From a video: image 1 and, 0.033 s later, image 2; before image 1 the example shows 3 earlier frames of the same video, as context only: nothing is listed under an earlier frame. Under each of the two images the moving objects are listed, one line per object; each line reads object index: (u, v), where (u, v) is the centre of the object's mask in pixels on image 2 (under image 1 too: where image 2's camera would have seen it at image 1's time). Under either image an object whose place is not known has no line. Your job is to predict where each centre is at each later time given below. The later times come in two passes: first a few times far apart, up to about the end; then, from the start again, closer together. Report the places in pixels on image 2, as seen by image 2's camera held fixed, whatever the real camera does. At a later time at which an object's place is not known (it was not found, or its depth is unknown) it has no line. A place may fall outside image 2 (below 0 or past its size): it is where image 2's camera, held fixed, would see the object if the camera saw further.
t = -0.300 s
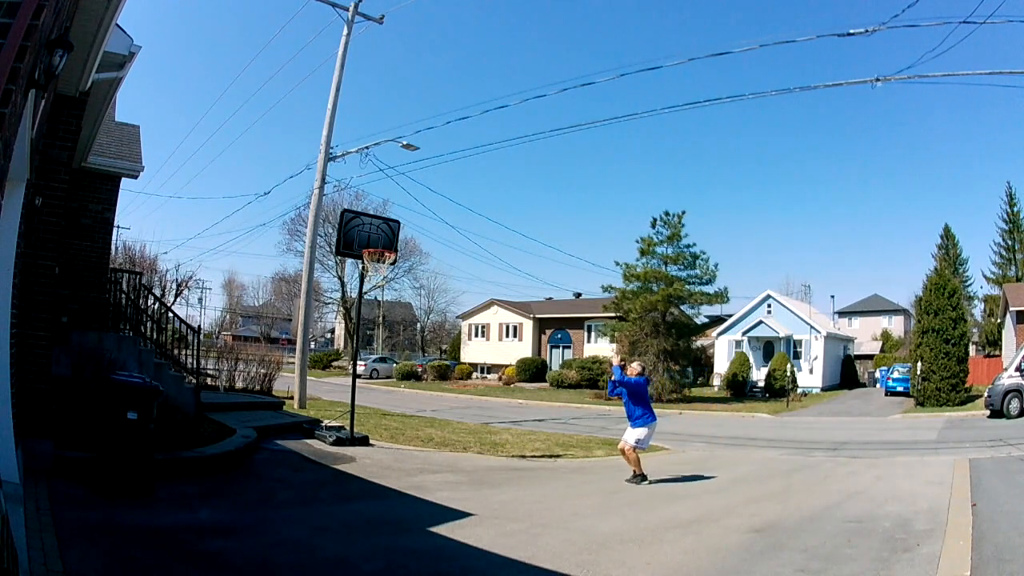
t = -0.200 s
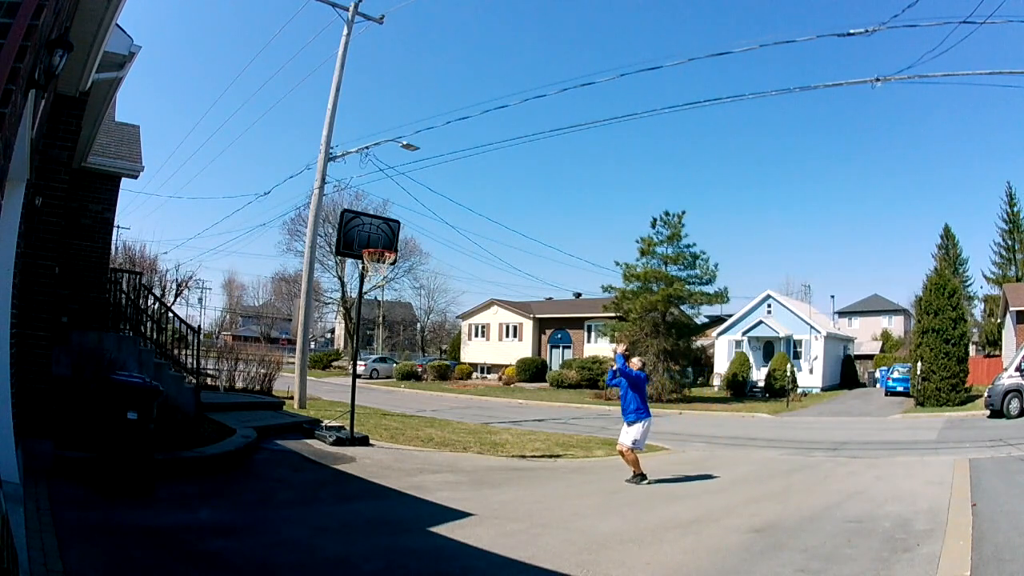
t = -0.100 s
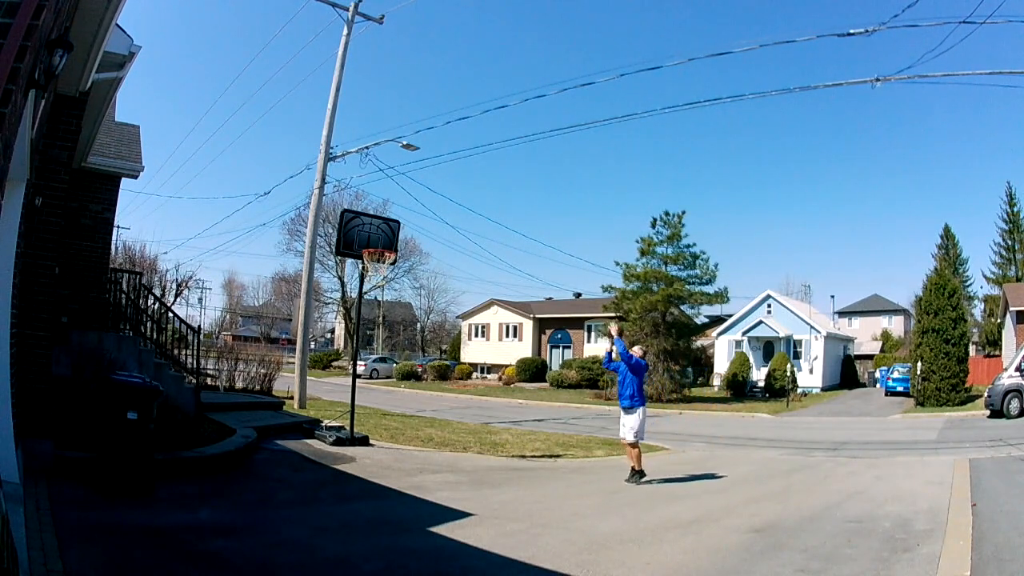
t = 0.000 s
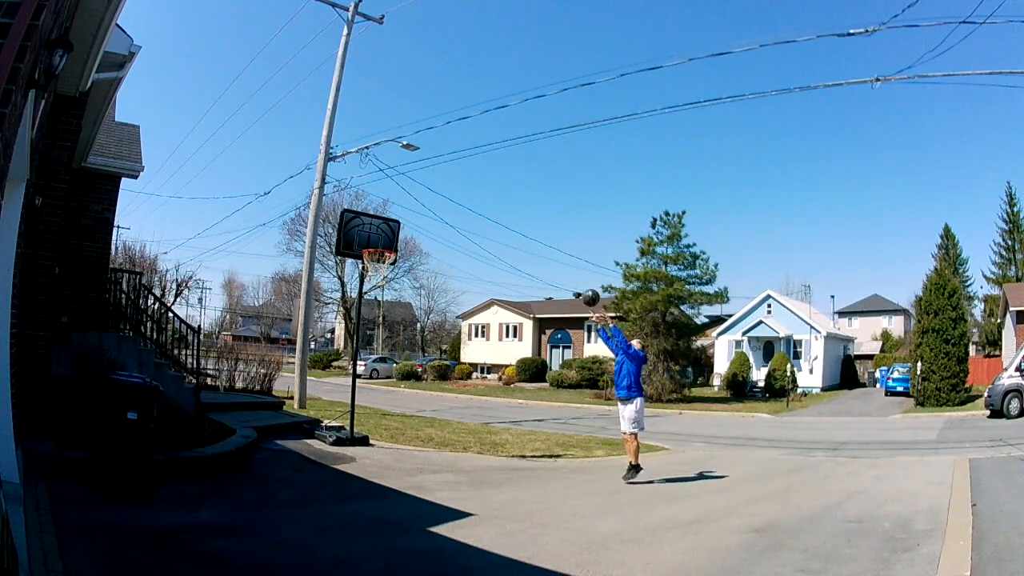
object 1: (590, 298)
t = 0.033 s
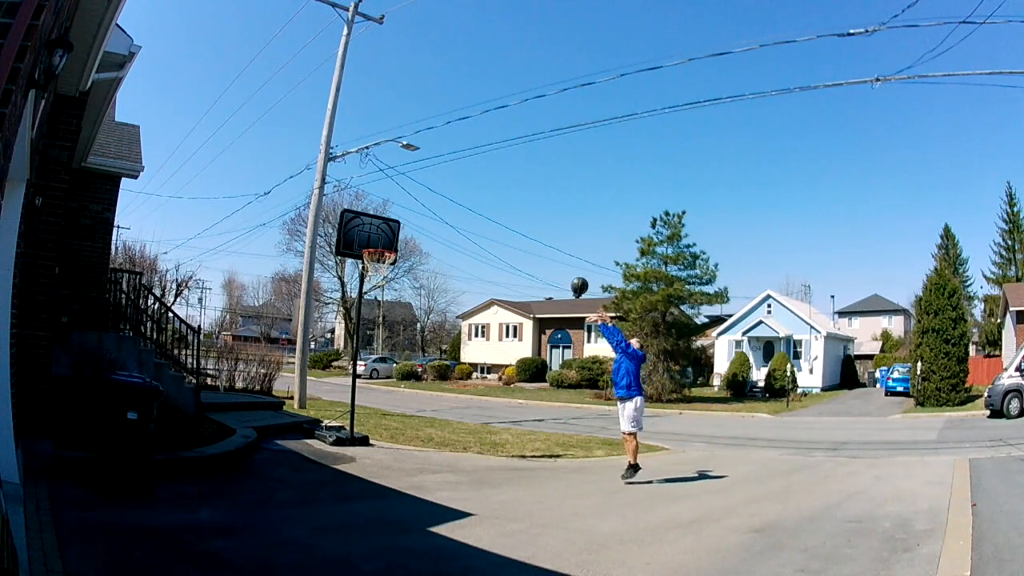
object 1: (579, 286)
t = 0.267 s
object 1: (503, 228)
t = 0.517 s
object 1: (428, 213)
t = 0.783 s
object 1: (374, 237)
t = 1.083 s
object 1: (385, 302)
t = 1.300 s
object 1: (400, 383)
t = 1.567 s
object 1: (427, 418)
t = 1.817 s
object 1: (466, 365)
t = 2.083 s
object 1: (503, 360)
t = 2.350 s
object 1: (541, 406)
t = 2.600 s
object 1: (573, 457)
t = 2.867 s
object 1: (612, 415)
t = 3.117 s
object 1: (645, 422)
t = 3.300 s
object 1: (667, 456)
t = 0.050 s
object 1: (574, 280)
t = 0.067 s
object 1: (568, 274)
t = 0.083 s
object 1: (562, 269)
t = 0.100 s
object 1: (557, 265)
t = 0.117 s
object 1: (551, 260)
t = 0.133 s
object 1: (546, 255)
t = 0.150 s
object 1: (540, 251)
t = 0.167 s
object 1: (535, 247)
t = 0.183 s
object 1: (530, 243)
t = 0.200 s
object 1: (524, 240)
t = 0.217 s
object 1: (519, 237)
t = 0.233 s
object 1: (514, 233)
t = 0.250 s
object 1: (509, 230)
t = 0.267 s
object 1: (503, 228)
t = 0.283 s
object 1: (498, 225)
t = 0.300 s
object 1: (493, 223)
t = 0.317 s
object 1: (488, 221)
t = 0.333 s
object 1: (483, 219)
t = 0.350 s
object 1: (478, 218)
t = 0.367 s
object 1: (473, 216)
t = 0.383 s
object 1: (468, 215)
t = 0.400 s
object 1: (462, 214)
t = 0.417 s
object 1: (457, 213)
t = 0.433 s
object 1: (452, 213)
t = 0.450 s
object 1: (448, 212)
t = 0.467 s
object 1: (442, 212)
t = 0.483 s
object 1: (437, 212)
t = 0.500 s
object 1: (433, 212)
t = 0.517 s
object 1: (428, 213)
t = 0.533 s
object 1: (423, 213)
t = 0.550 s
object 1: (418, 213)
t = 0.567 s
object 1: (414, 214)
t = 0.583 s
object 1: (409, 216)
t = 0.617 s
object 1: (400, 218)
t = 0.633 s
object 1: (395, 220)
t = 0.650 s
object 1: (390, 220)
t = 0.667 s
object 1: (385, 223)
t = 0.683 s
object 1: (380, 225)
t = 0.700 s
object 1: (377, 227)
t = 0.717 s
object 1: (378, 228)
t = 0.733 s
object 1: (377, 231)
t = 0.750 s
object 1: (376, 232)
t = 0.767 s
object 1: (375, 234)
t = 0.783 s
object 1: (374, 237)
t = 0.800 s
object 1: (373, 240)
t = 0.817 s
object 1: (372, 242)
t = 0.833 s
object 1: (371, 244)
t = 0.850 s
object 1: (370, 246)
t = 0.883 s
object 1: (372, 257)
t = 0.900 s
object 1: (372, 262)
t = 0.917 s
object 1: (375, 265)
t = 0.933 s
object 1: (377, 268)
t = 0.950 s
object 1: (378, 272)
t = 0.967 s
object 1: (379, 275)
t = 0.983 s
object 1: (379, 277)
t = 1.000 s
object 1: (380, 281)
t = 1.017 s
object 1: (382, 285)
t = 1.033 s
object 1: (383, 289)
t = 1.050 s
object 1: (384, 293)
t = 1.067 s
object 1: (385, 298)
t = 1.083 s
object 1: (385, 302)
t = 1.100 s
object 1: (387, 308)
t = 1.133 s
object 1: (388, 318)
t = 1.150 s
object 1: (389, 323)
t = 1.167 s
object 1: (391, 329)
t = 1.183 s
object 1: (392, 335)
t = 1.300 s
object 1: (400, 383)
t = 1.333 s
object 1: (403, 399)
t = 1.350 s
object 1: (403, 407)
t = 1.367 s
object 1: (405, 415)
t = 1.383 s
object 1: (405, 423)
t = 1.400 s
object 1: (407, 431)
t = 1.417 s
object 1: (408, 440)
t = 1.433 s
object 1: (409, 449)
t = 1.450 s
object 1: (410, 455)
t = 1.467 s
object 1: (413, 449)
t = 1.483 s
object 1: (415, 444)
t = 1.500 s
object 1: (418, 438)
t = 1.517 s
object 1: (420, 433)
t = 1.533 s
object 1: (422, 428)
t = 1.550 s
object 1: (425, 423)
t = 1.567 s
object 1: (427, 418)
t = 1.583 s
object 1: (430, 413)
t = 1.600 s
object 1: (432, 409)
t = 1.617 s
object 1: (435, 404)
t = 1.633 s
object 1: (437, 400)
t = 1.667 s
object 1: (442, 392)
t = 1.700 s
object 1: (447, 385)
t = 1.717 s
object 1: (449, 382)
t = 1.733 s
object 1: (452, 379)
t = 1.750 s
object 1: (454, 376)
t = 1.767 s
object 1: (455, 374)
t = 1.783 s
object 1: (460, 371)
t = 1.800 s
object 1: (462, 371)
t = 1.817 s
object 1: (466, 365)
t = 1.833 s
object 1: (467, 363)
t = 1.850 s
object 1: (469, 362)
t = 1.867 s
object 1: (472, 361)
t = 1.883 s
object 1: (474, 360)
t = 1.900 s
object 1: (476, 359)
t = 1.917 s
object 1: (479, 358)
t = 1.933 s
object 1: (482, 357)
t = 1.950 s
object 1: (484, 357)
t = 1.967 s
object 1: (486, 356)
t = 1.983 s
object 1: (489, 356)
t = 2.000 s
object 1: (491, 356)
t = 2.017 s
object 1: (494, 357)
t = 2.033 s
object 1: (496, 357)
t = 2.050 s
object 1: (498, 358)
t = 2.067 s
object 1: (501, 358)
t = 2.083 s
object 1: (503, 360)
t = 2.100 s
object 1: (506, 361)
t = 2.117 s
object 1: (508, 363)
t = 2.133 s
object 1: (510, 364)
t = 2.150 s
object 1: (513, 366)
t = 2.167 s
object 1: (514, 368)
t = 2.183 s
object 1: (517, 370)
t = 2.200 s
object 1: (519, 374)
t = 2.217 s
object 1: (522, 377)
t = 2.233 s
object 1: (525, 380)
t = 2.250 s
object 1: (527, 383)
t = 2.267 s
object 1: (529, 386)
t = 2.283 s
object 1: (532, 390)
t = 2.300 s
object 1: (534, 394)
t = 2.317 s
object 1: (536, 398)
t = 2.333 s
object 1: (538, 402)
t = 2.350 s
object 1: (541, 406)
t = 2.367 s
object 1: (543, 411)
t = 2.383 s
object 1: (545, 416)
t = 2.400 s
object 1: (547, 421)
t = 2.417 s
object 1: (549, 426)
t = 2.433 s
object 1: (551, 431)
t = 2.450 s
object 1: (553, 437)
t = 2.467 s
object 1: (556, 443)
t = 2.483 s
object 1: (558, 448)
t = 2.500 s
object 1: (560, 455)
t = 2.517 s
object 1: (561, 461)
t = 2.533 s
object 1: (563, 467)
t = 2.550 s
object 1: (565, 470)
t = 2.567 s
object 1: (568, 466)
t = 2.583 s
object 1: (571, 462)
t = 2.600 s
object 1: (573, 457)
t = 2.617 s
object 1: (576, 453)
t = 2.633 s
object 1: (578, 449)
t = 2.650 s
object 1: (581, 446)
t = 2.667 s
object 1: (583, 442)
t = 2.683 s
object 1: (586, 439)
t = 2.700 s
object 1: (588, 436)
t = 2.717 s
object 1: (590, 432)
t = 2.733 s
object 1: (593, 430)
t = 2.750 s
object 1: (595, 427)
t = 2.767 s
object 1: (598, 425)
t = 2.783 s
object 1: (600, 423)
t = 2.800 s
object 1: (603, 421)
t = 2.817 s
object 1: (605, 419)
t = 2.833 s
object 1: (607, 418)
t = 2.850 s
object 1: (610, 416)
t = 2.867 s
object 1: (612, 415)
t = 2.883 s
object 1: (614, 414)
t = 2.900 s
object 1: (616, 414)
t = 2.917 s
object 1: (619, 413)
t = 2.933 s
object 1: (621, 413)
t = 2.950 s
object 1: (623, 413)
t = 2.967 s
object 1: (625, 413)
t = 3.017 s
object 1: (632, 414)
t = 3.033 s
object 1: (634, 415)
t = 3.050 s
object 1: (636, 416)
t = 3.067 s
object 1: (638, 417)
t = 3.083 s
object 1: (640, 419)
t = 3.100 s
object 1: (643, 420)
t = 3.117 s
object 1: (645, 422)
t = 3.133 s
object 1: (647, 424)
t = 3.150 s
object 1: (649, 426)
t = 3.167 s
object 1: (651, 429)
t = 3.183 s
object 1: (653, 432)
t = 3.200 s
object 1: (655, 434)
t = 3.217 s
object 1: (657, 437)
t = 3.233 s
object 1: (659, 440)
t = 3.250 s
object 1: (661, 444)
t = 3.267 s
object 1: (663, 448)
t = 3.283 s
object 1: (665, 452)
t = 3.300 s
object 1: (667, 456)
